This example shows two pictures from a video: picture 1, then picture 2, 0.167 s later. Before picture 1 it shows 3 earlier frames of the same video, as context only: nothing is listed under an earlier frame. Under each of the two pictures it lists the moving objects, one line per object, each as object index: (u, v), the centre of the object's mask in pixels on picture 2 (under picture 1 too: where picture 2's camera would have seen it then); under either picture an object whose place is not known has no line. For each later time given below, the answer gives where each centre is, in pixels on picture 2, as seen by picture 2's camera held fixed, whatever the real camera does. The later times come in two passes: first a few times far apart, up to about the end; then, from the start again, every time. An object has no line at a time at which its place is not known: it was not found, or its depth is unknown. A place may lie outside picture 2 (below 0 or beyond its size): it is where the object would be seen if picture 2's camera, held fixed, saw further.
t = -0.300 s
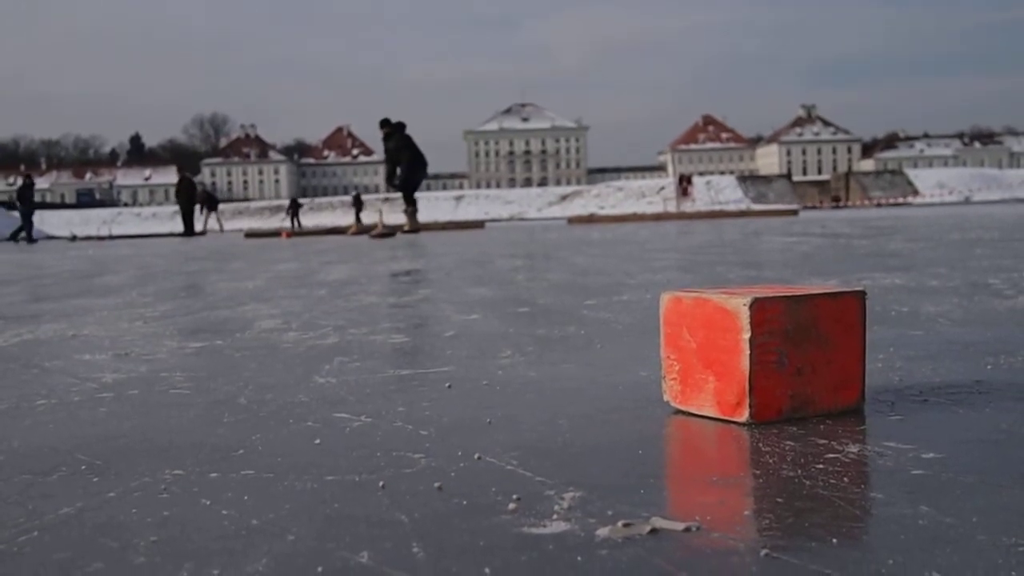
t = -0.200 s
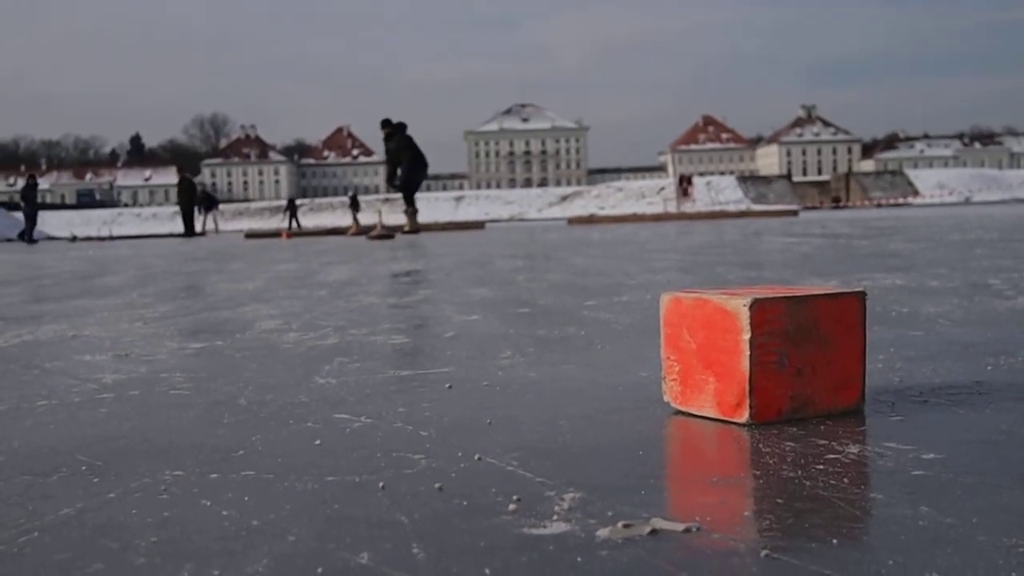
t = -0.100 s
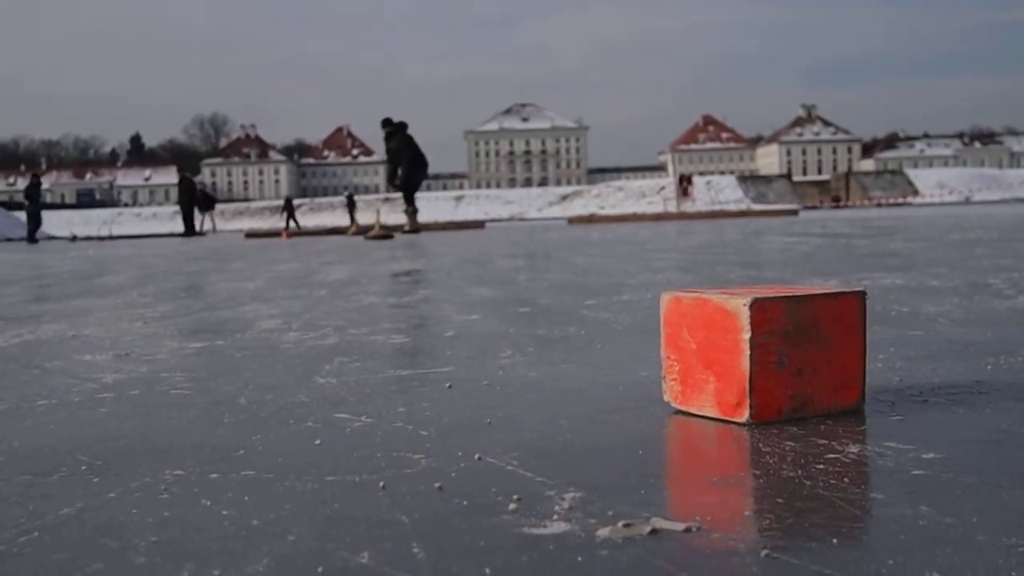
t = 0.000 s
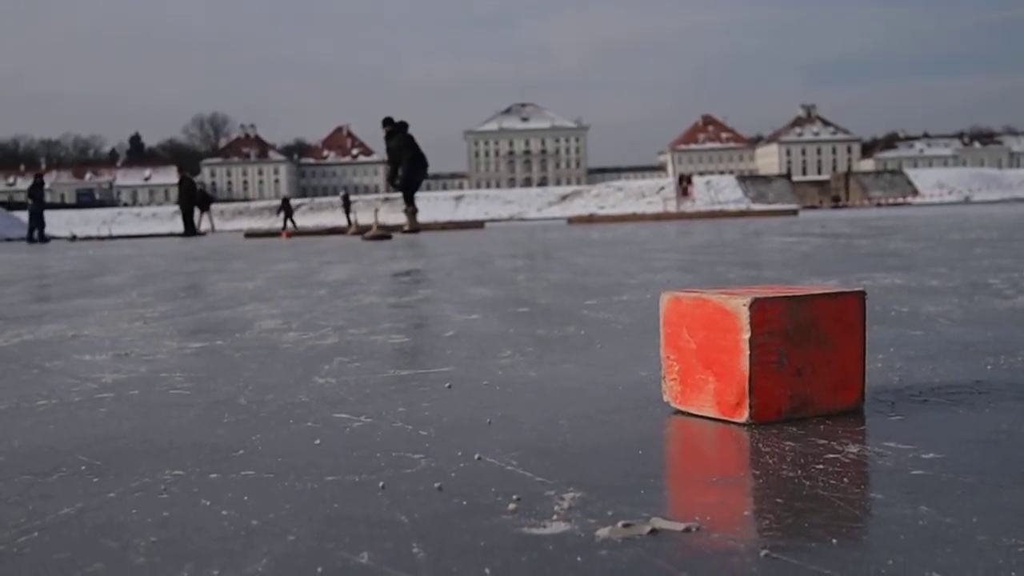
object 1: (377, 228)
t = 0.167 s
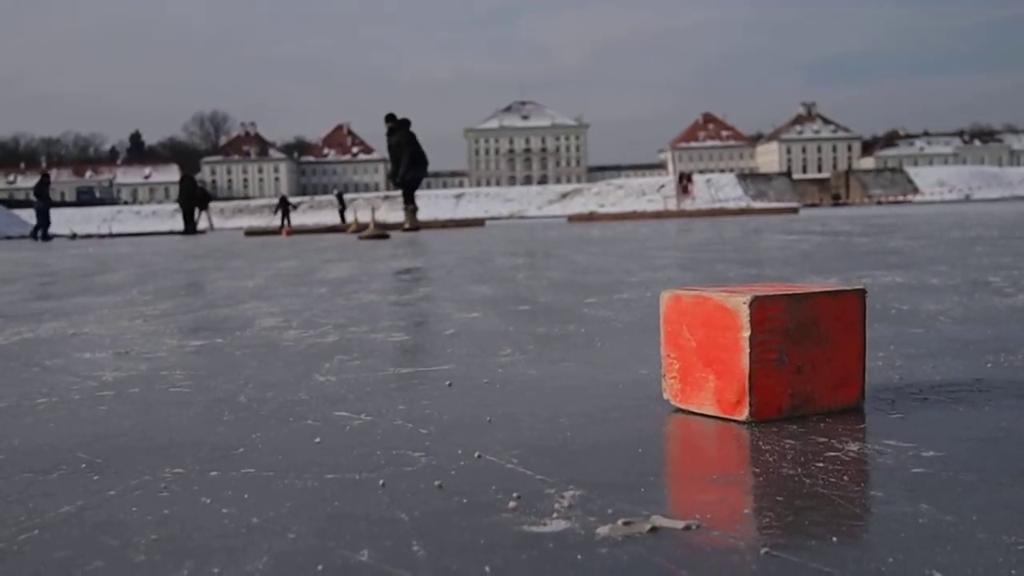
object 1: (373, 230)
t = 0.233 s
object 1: (372, 231)
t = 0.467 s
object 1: (366, 232)
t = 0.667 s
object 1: (360, 231)
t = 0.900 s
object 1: (354, 233)
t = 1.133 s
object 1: (345, 235)
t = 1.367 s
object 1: (335, 235)
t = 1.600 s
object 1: (324, 237)
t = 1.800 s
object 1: (312, 239)
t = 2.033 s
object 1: (297, 243)
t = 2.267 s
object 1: (279, 246)
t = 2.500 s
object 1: (258, 250)
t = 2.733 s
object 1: (233, 255)
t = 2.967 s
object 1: (204, 260)
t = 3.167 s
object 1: (175, 266)
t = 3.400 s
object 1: (139, 273)
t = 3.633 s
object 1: (104, 279)
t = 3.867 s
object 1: (84, 281)
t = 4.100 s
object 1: (76, 282)
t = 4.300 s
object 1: (76, 282)
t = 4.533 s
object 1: (76, 282)
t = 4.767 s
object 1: (76, 282)
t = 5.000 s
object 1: (76, 282)
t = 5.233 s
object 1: (76, 283)
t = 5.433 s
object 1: (75, 282)
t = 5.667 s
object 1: (75, 283)
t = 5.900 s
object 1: (74, 283)
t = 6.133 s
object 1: (74, 283)
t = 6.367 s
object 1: (74, 283)
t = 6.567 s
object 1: (73, 283)
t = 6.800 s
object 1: (73, 283)
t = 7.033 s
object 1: (72, 283)
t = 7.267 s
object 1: (72, 283)
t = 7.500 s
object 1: (72, 283)
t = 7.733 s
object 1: (72, 283)
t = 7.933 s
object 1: (72, 283)
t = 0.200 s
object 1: (373, 230)
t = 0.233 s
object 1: (372, 231)
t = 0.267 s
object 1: (372, 230)
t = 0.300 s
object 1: (371, 230)
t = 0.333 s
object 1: (370, 230)
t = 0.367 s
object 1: (369, 231)
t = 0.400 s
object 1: (368, 231)
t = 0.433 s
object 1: (368, 231)
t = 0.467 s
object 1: (366, 232)
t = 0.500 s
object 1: (366, 232)
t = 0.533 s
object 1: (364, 232)
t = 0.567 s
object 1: (364, 232)
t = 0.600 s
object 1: (363, 231)
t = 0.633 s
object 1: (362, 232)
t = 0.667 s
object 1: (360, 231)
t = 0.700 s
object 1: (359, 230)
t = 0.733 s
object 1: (358, 230)
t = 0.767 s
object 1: (357, 232)
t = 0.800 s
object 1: (357, 232)
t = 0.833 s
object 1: (356, 233)
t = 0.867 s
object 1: (355, 233)
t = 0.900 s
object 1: (354, 233)
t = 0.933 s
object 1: (353, 233)
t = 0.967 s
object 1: (351, 234)
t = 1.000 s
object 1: (350, 234)
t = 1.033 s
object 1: (348, 234)
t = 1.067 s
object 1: (347, 234)
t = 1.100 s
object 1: (346, 235)
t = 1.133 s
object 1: (345, 235)
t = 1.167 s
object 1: (344, 235)
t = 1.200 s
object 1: (343, 235)
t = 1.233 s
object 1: (342, 235)
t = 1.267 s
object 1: (340, 235)
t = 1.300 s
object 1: (339, 235)
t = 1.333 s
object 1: (337, 235)
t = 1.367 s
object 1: (335, 235)
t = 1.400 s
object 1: (334, 235)
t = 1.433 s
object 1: (332, 235)
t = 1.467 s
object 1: (331, 236)
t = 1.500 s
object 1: (329, 236)
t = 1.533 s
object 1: (327, 237)
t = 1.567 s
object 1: (326, 238)
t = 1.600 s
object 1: (324, 237)
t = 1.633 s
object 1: (322, 237)
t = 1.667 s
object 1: (320, 238)
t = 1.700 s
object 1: (318, 238)
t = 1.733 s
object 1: (316, 238)
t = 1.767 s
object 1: (314, 239)
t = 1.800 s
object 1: (312, 239)
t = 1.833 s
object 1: (310, 239)
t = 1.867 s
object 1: (308, 240)
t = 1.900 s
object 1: (306, 240)
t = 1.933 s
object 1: (304, 241)
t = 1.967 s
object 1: (302, 241)
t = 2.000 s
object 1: (300, 242)
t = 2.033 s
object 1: (297, 243)
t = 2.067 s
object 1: (295, 243)
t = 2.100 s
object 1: (292, 244)
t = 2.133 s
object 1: (290, 244)
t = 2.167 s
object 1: (288, 243)
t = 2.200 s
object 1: (285, 244)
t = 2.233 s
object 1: (282, 245)
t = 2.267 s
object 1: (279, 246)
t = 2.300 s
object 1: (276, 247)
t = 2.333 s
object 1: (274, 246)
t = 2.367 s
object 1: (271, 248)
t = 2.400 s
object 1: (267, 247)
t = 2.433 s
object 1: (265, 249)
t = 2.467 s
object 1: (261, 249)
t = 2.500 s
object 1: (258, 250)
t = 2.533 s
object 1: (255, 251)
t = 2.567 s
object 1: (252, 252)
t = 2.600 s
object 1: (248, 252)
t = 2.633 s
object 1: (244, 251)
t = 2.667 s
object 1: (241, 253)
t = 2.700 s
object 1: (237, 253)
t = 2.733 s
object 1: (233, 255)
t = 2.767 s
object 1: (229, 255)
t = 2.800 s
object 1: (225, 256)
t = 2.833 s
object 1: (221, 256)
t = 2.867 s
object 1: (217, 258)
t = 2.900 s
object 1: (213, 259)
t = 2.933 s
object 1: (208, 259)
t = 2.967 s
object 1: (204, 260)
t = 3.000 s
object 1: (199, 260)
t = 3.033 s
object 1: (195, 262)
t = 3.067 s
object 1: (190, 264)
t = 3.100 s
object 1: (185, 264)
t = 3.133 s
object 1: (180, 265)
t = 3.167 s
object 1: (175, 266)
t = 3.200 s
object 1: (170, 267)
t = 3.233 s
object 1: (165, 269)
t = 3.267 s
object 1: (160, 269)
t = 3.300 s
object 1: (154, 270)
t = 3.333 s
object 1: (150, 271)
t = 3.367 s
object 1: (144, 272)
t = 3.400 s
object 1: (139, 273)
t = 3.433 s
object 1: (134, 273)
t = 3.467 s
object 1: (129, 274)
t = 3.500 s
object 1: (123, 276)
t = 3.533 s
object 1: (118, 277)
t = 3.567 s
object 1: (113, 277)
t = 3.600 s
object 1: (109, 278)
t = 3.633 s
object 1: (104, 279)
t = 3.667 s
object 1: (100, 280)
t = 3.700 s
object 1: (96, 280)
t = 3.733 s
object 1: (92, 281)
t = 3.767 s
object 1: (90, 281)
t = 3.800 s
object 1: (87, 281)
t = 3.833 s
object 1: (86, 281)
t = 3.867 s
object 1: (84, 281)
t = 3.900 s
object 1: (83, 282)
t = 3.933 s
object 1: (81, 282)
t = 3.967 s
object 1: (80, 283)
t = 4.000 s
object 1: (78, 282)
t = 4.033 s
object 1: (77, 282)
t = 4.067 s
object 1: (76, 282)
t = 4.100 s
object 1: (76, 282)
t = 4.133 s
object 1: (76, 282)
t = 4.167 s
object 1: (76, 282)
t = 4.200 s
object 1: (76, 282)
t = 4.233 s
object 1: (76, 282)
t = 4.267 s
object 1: (76, 282)
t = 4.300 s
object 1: (76, 282)
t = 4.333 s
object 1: (76, 282)
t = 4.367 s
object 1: (76, 282)
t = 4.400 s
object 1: (76, 282)
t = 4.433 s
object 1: (76, 282)
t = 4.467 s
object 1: (76, 282)
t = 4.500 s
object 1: (76, 282)
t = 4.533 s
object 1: (76, 282)
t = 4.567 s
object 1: (76, 282)
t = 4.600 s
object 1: (76, 282)
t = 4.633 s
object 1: (76, 282)
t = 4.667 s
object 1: (76, 283)
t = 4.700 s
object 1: (76, 282)
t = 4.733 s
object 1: (76, 282)
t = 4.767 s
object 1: (76, 282)
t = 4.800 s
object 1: (76, 282)
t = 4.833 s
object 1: (76, 282)
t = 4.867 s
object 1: (76, 282)
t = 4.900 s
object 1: (76, 282)
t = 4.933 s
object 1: (76, 282)
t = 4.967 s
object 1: (76, 282)
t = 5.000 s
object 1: (76, 282)
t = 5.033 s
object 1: (76, 283)
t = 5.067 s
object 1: (76, 283)
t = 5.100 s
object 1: (76, 283)
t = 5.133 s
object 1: (76, 283)
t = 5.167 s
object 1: (76, 282)
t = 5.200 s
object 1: (76, 283)
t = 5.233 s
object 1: (76, 283)
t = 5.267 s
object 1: (76, 283)
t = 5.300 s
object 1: (75, 282)
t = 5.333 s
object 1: (75, 282)
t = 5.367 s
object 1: (75, 282)
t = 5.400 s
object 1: (75, 282)
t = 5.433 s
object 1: (75, 282)
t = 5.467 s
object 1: (75, 282)
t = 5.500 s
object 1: (75, 282)
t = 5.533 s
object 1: (75, 282)
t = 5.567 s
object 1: (75, 282)
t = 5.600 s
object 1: (75, 283)
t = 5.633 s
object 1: (75, 282)
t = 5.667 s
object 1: (75, 283)
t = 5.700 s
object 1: (75, 283)
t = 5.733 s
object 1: (75, 283)
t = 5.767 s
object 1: (75, 282)
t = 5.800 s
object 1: (75, 283)
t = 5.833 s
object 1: (75, 282)
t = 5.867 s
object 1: (75, 283)
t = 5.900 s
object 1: (74, 283)
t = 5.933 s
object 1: (74, 283)
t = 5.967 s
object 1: (74, 283)
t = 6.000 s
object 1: (74, 283)
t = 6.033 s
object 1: (74, 283)
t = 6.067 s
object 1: (74, 283)
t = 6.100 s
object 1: (74, 283)
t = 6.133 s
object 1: (74, 283)
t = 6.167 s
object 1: (74, 283)
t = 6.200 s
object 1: (74, 283)
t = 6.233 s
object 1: (73, 283)
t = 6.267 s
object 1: (73, 283)
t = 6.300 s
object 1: (74, 283)
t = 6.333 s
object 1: (74, 283)
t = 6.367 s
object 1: (74, 283)
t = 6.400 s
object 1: (74, 283)
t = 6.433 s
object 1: (73, 283)
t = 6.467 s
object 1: (73, 283)
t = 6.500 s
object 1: (73, 283)
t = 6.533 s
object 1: (73, 283)
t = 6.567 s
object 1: (73, 283)
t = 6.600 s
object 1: (73, 283)
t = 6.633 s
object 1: (73, 283)
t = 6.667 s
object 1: (73, 283)
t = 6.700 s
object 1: (73, 283)
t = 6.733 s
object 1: (73, 283)
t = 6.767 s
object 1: (73, 283)
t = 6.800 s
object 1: (73, 283)
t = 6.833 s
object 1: (73, 283)
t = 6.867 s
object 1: (73, 283)
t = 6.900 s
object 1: (73, 283)
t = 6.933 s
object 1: (73, 283)
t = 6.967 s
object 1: (73, 283)
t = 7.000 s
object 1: (72, 283)
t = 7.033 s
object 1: (72, 283)
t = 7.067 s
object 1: (72, 283)
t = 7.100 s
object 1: (72, 283)
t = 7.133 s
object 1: (72, 283)
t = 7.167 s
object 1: (72, 283)
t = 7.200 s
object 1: (73, 283)
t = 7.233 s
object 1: (72, 283)
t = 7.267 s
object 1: (72, 283)
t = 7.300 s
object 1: (72, 283)
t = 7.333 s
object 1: (72, 283)
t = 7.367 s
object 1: (72, 283)
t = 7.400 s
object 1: (72, 283)
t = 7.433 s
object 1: (72, 283)
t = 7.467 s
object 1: (72, 283)
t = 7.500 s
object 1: (72, 283)
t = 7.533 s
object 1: (72, 283)
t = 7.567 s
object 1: (72, 283)
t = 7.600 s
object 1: (72, 283)
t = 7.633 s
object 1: (72, 283)
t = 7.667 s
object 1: (72, 283)
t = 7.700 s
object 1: (72, 283)
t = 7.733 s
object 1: (72, 283)
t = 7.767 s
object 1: (72, 283)
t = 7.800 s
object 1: (72, 283)
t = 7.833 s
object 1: (72, 283)
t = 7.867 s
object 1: (72, 283)
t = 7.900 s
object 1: (72, 283)
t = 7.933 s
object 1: (72, 283)
